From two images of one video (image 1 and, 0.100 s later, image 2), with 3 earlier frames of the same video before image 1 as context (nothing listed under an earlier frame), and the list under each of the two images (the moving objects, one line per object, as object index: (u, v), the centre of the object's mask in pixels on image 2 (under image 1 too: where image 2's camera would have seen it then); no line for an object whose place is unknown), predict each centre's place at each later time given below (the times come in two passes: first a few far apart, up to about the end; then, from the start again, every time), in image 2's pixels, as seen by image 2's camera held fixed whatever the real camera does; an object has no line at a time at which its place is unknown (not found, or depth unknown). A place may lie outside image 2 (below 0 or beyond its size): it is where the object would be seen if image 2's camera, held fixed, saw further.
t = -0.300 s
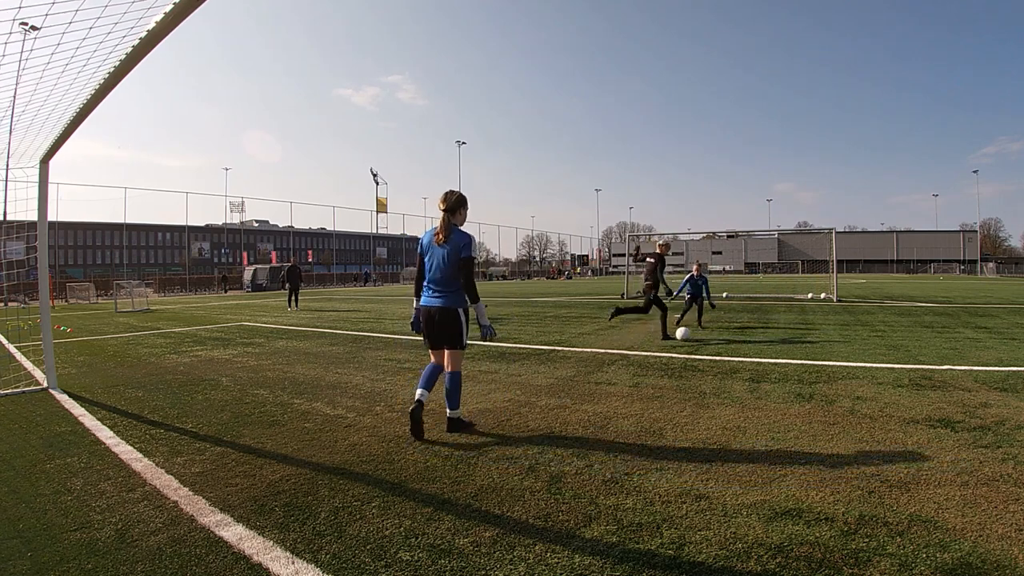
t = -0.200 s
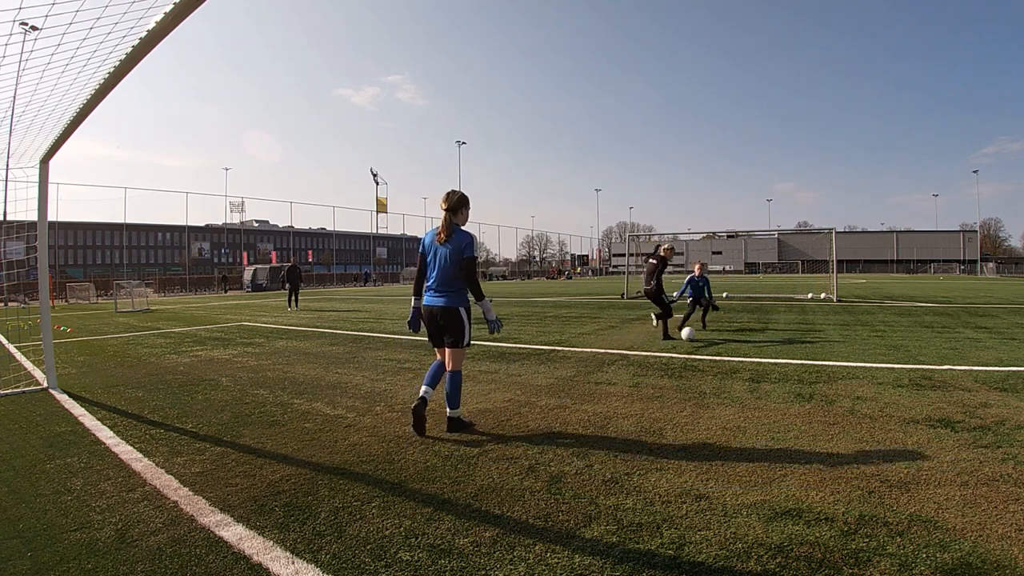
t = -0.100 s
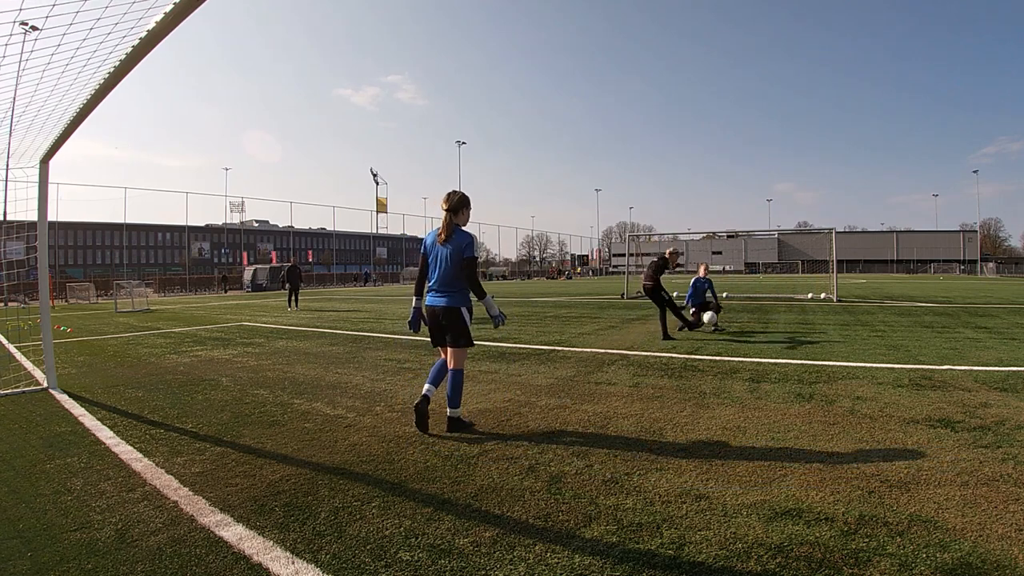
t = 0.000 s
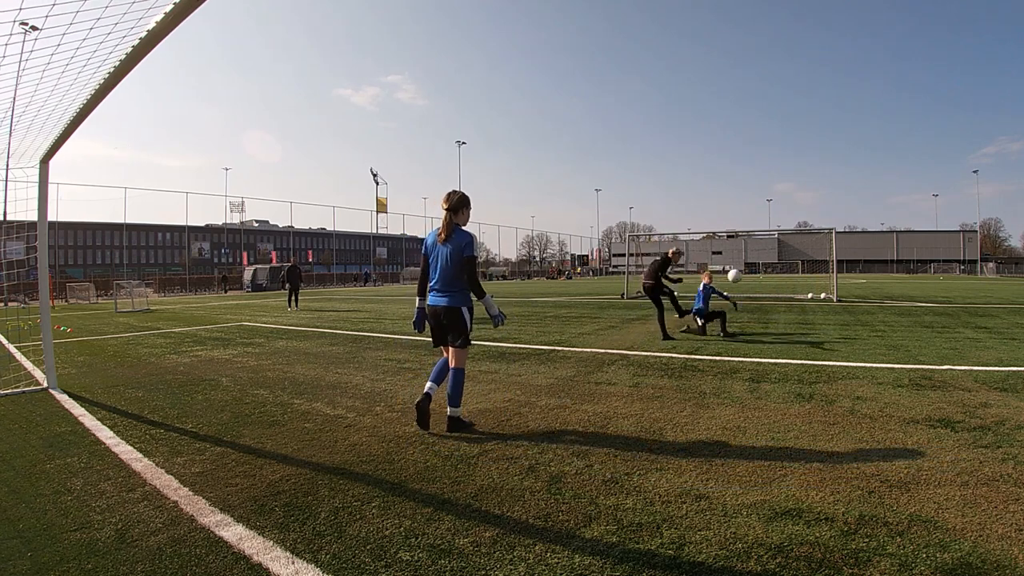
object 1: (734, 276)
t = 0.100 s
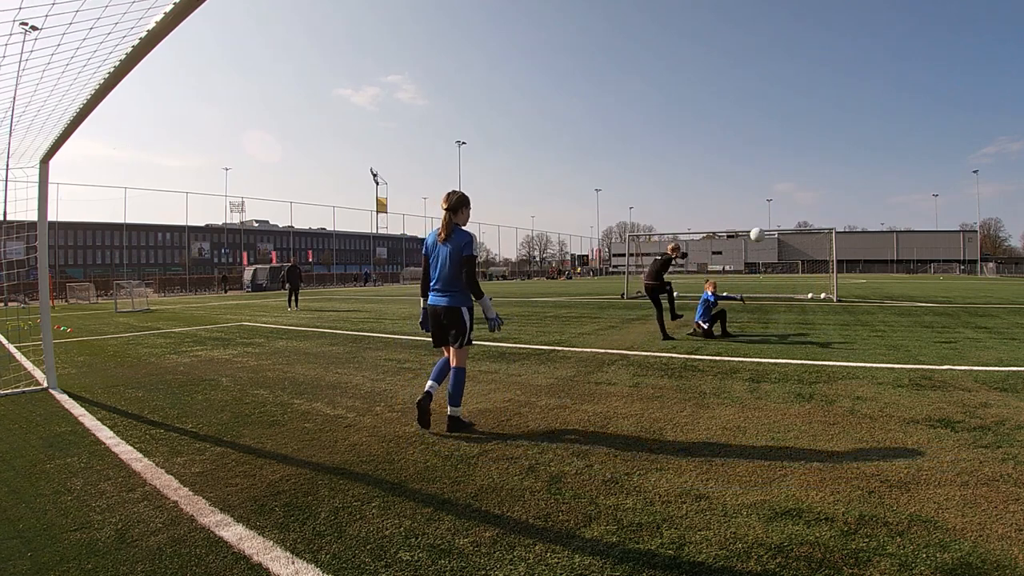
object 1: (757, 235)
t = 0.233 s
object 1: (790, 184)
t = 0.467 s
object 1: (856, 112)
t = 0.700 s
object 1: (936, 73)
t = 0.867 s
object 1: (1006, 72)
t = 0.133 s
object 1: (765, 221)
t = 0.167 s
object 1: (773, 208)
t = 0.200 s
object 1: (782, 196)
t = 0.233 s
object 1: (790, 184)
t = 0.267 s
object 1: (799, 172)
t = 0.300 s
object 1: (808, 161)
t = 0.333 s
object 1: (817, 149)
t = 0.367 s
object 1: (826, 139)
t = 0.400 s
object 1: (836, 130)
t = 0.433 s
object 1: (846, 121)
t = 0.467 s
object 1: (856, 112)
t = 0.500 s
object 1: (866, 104)
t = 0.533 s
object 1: (877, 97)
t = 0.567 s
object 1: (888, 90)
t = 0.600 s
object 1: (899, 85)
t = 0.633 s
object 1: (911, 80)
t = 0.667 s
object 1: (923, 76)
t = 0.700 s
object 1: (936, 73)
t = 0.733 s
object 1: (949, 71)
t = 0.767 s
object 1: (962, 69)
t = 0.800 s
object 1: (976, 69)
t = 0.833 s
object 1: (991, 69)
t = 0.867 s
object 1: (1006, 72)
